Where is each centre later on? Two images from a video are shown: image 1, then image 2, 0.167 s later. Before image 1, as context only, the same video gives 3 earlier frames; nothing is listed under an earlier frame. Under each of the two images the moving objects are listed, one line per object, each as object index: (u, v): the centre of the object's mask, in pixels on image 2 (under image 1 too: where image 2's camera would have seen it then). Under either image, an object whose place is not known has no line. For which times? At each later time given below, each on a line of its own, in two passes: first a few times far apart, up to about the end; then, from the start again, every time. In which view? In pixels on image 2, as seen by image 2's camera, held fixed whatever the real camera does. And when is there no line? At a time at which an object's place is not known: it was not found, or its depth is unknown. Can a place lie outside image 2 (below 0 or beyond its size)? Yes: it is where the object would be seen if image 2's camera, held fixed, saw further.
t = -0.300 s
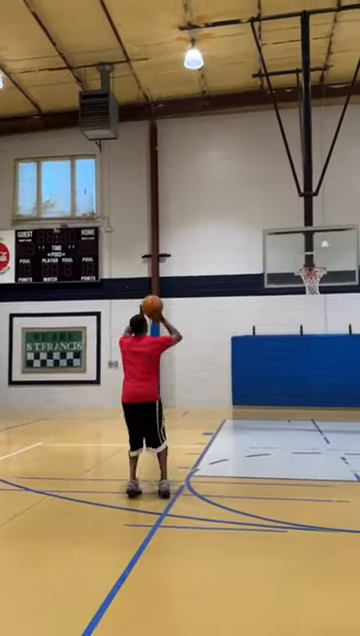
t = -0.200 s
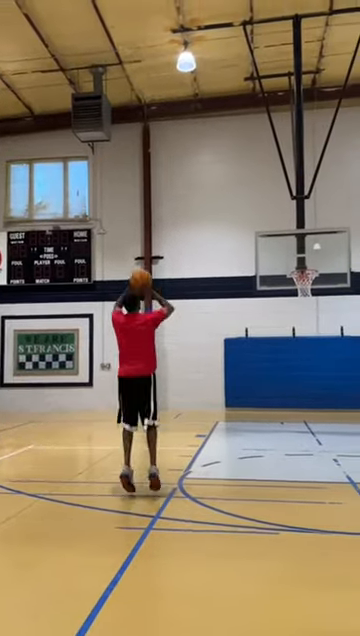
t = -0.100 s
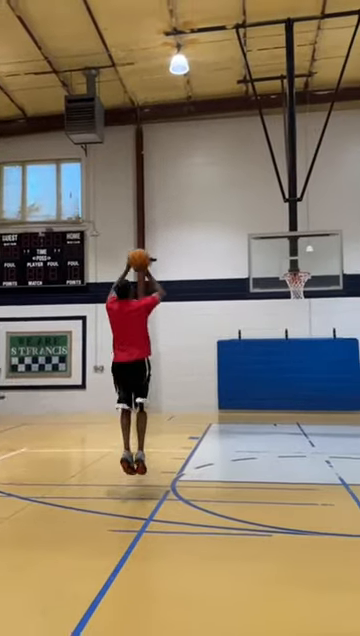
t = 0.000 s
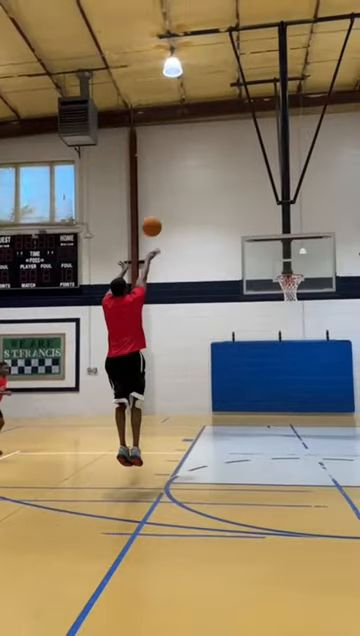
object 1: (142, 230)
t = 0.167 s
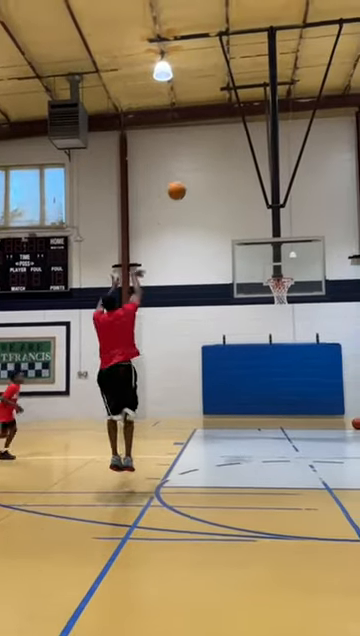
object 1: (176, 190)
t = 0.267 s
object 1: (194, 181)
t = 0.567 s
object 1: (236, 188)
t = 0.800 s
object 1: (263, 226)
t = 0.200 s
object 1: (182, 186)
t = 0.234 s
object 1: (188, 183)
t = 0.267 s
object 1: (194, 181)
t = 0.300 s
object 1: (199, 178)
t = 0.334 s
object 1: (205, 178)
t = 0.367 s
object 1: (210, 177)
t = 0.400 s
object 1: (214, 177)
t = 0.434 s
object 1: (219, 178)
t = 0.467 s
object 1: (224, 180)
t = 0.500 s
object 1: (228, 182)
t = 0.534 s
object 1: (232, 185)
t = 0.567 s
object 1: (236, 188)
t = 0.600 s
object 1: (240, 192)
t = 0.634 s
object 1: (244, 197)
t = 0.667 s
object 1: (248, 202)
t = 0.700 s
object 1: (252, 207)
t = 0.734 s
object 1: (256, 213)
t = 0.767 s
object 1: (259, 220)
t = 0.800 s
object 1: (263, 226)
